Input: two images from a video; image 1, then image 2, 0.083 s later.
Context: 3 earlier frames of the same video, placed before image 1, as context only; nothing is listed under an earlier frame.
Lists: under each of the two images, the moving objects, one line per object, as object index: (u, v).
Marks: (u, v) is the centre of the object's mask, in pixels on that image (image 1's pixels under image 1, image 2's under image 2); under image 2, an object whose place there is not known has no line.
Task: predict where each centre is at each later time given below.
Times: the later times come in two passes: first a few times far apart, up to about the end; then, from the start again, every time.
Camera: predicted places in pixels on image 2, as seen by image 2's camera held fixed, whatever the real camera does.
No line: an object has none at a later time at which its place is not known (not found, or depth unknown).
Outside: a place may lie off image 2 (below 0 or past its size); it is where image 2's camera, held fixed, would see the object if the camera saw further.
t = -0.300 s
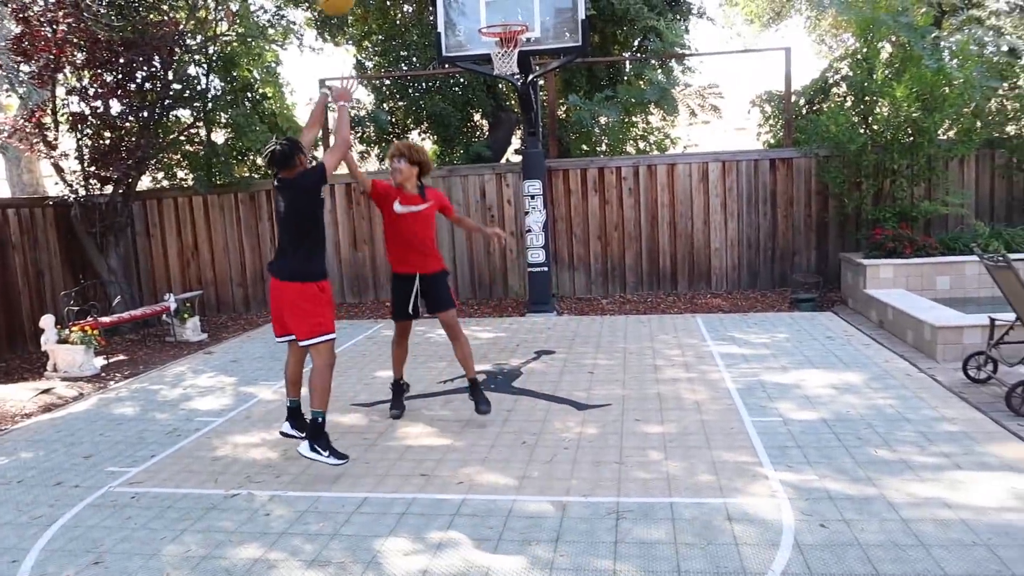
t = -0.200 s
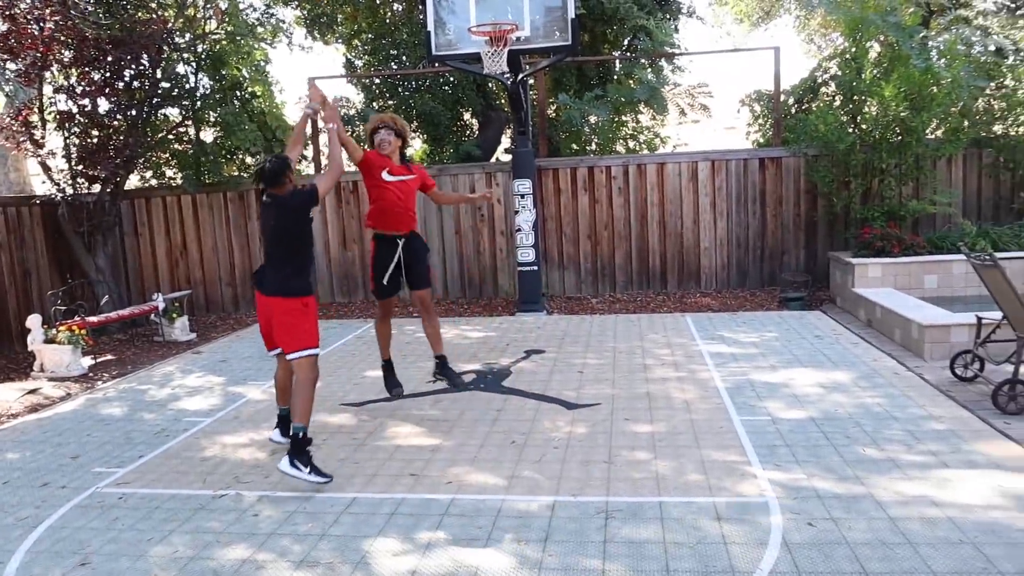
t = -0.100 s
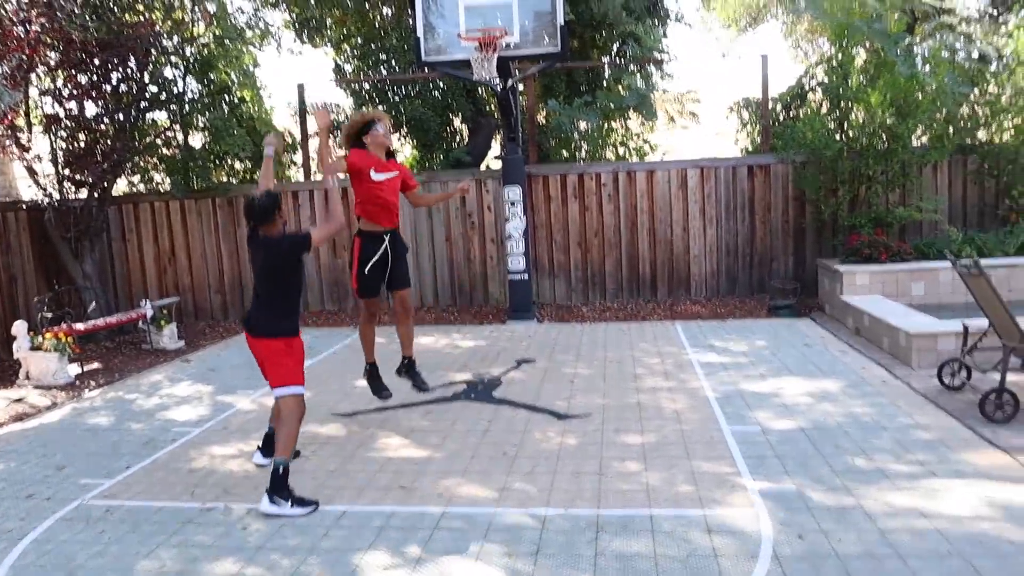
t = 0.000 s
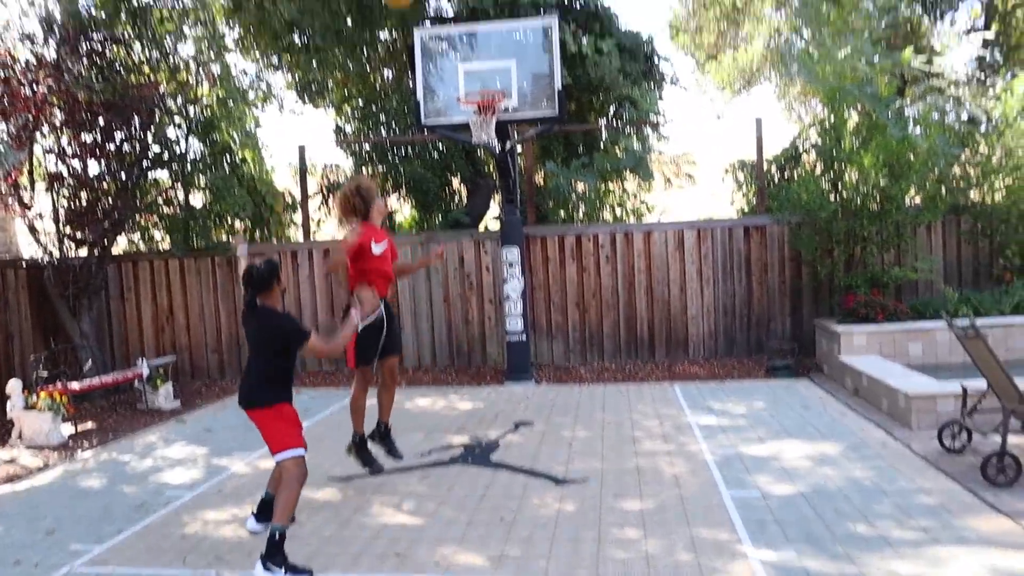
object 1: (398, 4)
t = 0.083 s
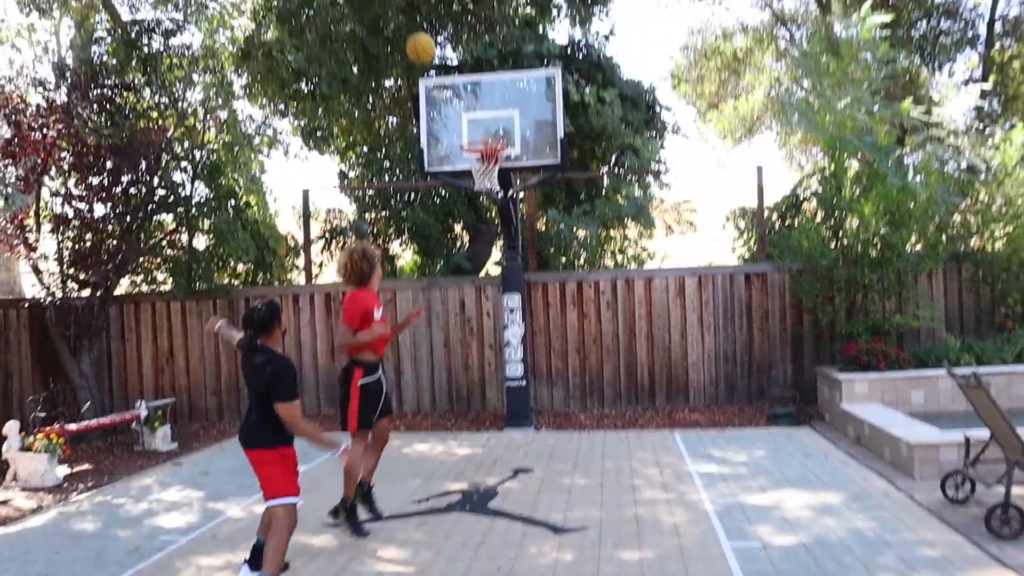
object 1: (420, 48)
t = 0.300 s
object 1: (460, 94)
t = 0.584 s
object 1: (490, 167)
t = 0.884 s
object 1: (479, 193)
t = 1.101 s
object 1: (477, 254)
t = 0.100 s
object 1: (423, 50)
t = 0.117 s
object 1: (427, 53)
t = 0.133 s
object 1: (431, 56)
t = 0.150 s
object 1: (433, 58)
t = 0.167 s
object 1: (437, 61)
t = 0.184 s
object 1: (440, 64)
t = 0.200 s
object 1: (443, 68)
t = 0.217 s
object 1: (446, 71)
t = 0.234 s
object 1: (448, 75)
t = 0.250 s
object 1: (451, 78)
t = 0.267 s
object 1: (454, 83)
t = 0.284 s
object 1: (457, 88)
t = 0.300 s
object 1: (460, 94)
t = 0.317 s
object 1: (463, 98)
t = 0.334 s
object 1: (466, 103)
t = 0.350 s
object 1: (468, 109)
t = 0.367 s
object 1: (471, 115)
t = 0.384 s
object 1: (473, 120)
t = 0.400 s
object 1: (476, 127)
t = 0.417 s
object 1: (479, 133)
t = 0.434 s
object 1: (481, 137)
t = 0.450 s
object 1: (484, 146)
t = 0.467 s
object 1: (487, 154)
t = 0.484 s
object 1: (489, 157)
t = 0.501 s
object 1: (490, 160)
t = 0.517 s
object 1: (494, 165)
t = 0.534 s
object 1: (493, 168)
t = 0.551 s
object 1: (492, 166)
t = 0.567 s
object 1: (492, 168)
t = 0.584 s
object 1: (490, 167)
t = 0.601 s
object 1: (489, 168)
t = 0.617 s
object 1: (488, 169)
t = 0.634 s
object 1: (488, 170)
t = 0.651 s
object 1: (487, 170)
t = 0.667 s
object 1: (486, 171)
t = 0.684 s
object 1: (486, 172)
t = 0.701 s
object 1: (485, 172)
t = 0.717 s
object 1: (484, 173)
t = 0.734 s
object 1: (484, 174)
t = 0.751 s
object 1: (484, 175)
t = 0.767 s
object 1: (483, 176)
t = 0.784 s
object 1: (482, 177)
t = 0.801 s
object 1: (481, 178)
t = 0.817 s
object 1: (480, 180)
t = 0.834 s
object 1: (481, 177)
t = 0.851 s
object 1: (480, 182)
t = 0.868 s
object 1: (481, 180)
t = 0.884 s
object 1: (479, 193)
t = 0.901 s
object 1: (479, 195)
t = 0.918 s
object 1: (478, 198)
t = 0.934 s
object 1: (478, 201)
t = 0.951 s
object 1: (477, 205)
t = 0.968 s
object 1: (477, 209)
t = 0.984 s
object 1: (477, 214)
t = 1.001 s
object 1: (477, 219)
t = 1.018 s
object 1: (477, 224)
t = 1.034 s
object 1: (477, 229)
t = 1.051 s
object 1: (477, 235)
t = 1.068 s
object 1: (476, 241)
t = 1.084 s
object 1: (476, 247)
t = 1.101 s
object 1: (477, 254)
